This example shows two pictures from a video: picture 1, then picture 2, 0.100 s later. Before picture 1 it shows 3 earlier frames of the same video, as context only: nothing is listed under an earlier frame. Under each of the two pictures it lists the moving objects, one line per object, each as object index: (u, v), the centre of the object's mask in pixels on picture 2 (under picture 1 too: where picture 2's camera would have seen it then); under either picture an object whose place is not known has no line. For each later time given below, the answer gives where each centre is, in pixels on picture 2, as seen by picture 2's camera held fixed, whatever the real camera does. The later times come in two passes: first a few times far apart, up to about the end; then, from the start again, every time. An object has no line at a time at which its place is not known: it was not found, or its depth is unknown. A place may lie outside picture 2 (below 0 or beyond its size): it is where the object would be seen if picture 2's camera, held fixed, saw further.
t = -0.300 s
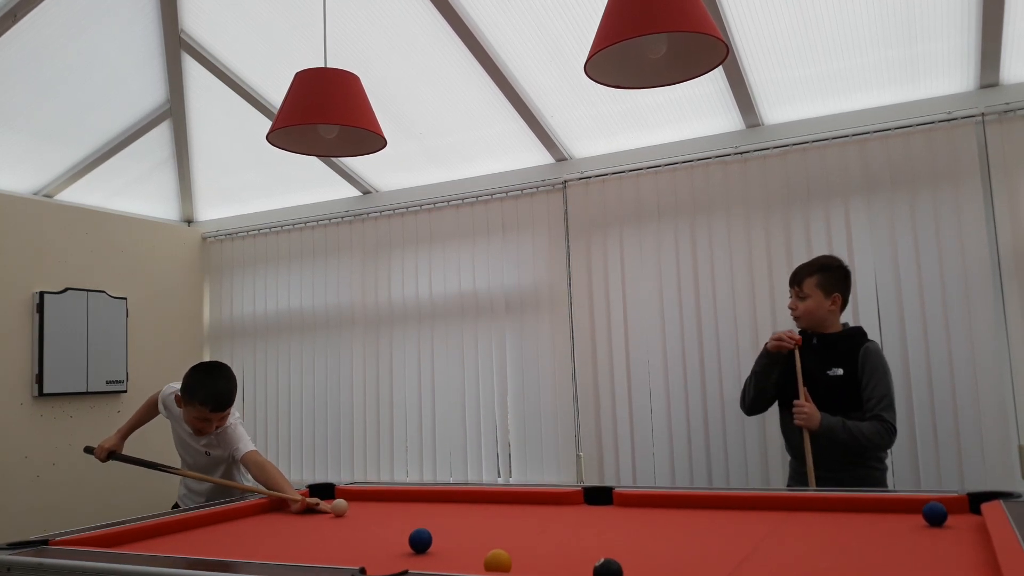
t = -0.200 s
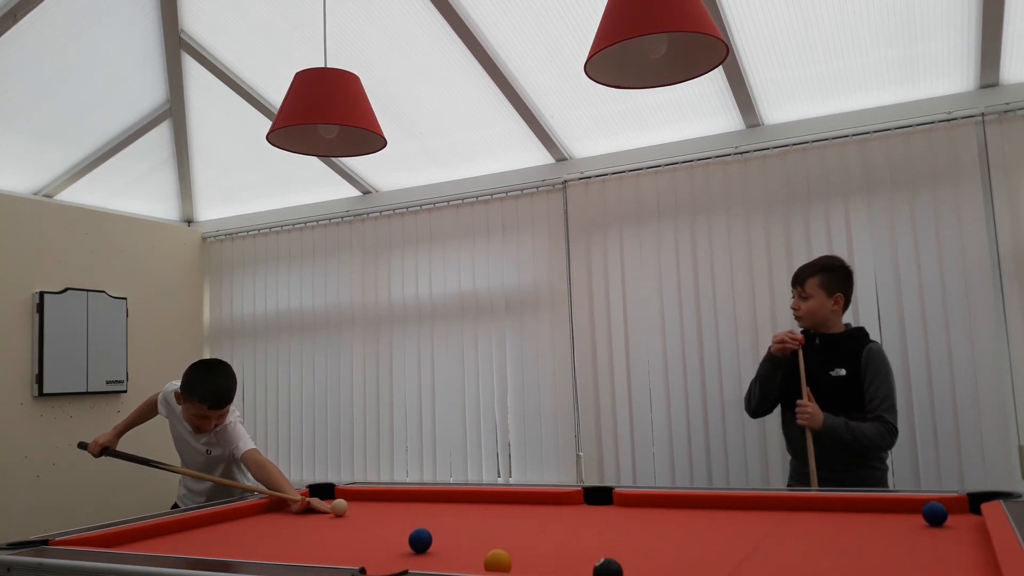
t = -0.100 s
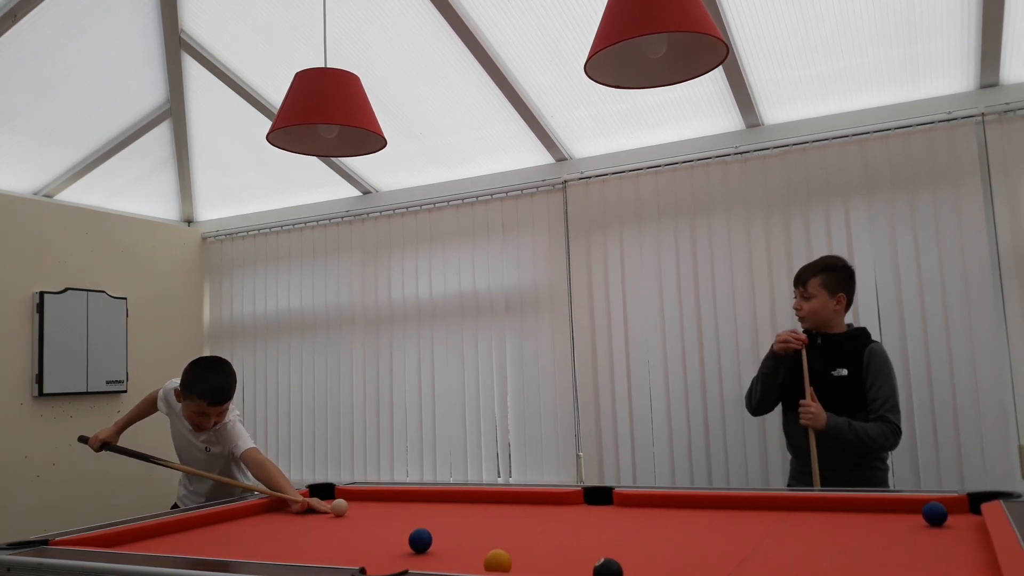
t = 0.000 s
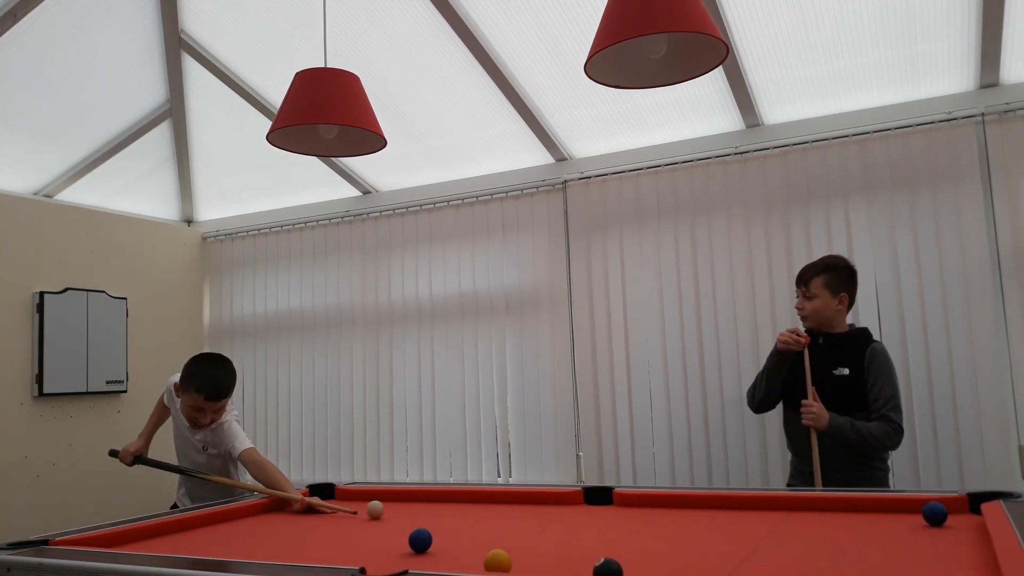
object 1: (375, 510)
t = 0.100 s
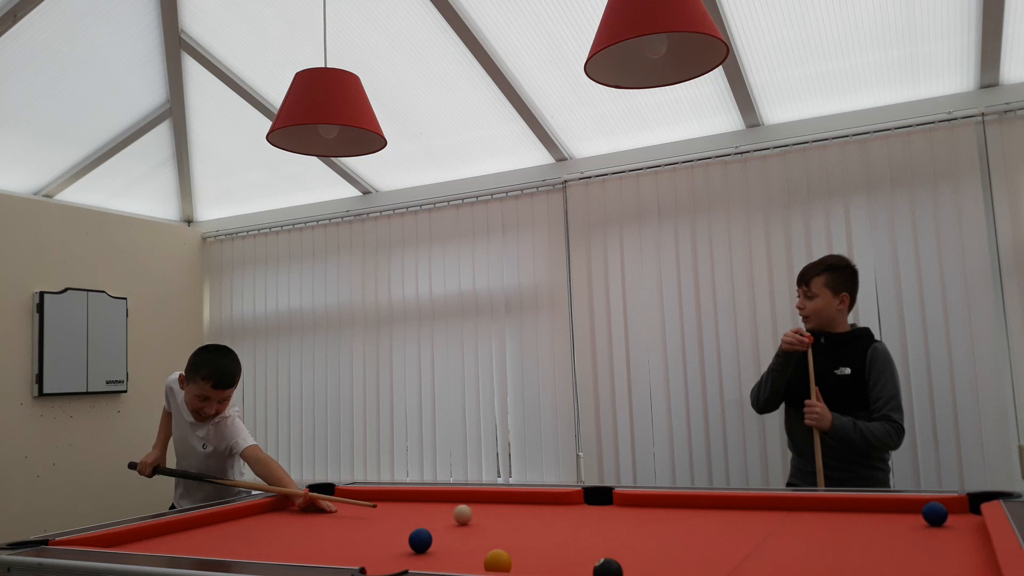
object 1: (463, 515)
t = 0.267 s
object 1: (617, 525)
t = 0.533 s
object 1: (875, 541)
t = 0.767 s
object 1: (858, 544)
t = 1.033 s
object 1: (676, 538)
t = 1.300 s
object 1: (525, 533)
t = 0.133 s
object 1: (493, 517)
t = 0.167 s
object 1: (523, 519)
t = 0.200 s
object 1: (554, 521)
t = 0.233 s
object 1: (586, 523)
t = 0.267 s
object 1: (617, 525)
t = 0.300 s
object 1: (648, 527)
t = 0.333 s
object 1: (680, 529)
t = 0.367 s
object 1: (712, 531)
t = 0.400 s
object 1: (742, 533)
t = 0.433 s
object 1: (773, 535)
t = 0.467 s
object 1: (806, 537)
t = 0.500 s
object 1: (839, 539)
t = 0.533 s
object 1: (875, 541)
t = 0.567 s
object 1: (911, 544)
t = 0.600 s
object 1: (950, 546)
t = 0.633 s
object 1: (974, 548)
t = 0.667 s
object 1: (941, 547)
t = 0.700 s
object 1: (911, 546)
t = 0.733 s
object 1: (883, 544)
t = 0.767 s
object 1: (858, 544)
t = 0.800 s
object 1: (833, 543)
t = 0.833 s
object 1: (809, 542)
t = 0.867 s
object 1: (786, 541)
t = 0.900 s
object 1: (763, 541)
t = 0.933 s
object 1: (740, 540)
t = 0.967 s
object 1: (718, 539)
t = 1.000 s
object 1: (697, 539)
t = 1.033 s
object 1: (676, 538)
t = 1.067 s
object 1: (655, 537)
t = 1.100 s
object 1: (636, 537)
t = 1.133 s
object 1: (616, 536)
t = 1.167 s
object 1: (597, 535)
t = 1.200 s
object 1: (578, 534)
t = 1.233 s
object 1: (560, 534)
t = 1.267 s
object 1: (542, 533)
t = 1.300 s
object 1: (525, 533)
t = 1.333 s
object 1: (508, 532)
